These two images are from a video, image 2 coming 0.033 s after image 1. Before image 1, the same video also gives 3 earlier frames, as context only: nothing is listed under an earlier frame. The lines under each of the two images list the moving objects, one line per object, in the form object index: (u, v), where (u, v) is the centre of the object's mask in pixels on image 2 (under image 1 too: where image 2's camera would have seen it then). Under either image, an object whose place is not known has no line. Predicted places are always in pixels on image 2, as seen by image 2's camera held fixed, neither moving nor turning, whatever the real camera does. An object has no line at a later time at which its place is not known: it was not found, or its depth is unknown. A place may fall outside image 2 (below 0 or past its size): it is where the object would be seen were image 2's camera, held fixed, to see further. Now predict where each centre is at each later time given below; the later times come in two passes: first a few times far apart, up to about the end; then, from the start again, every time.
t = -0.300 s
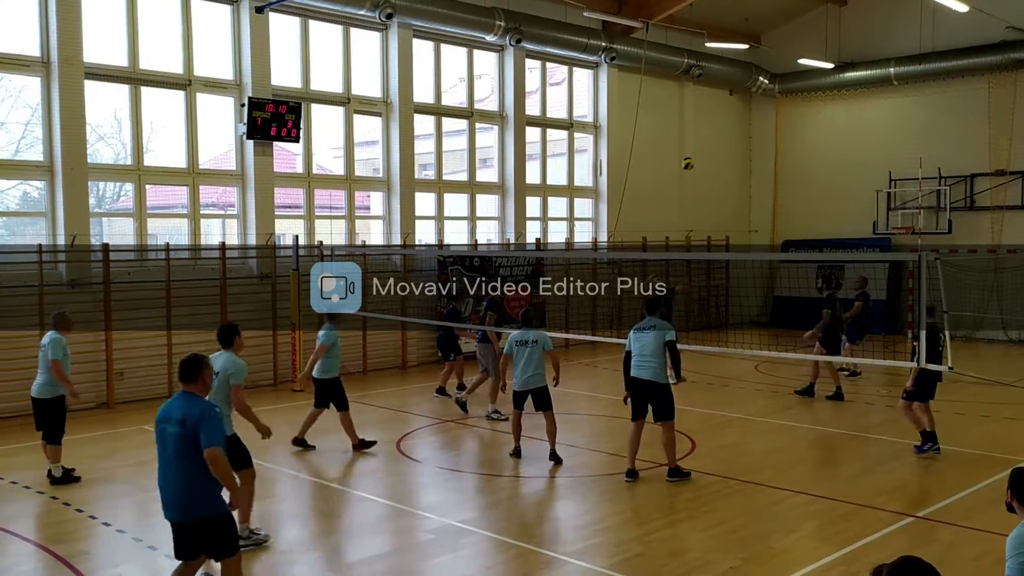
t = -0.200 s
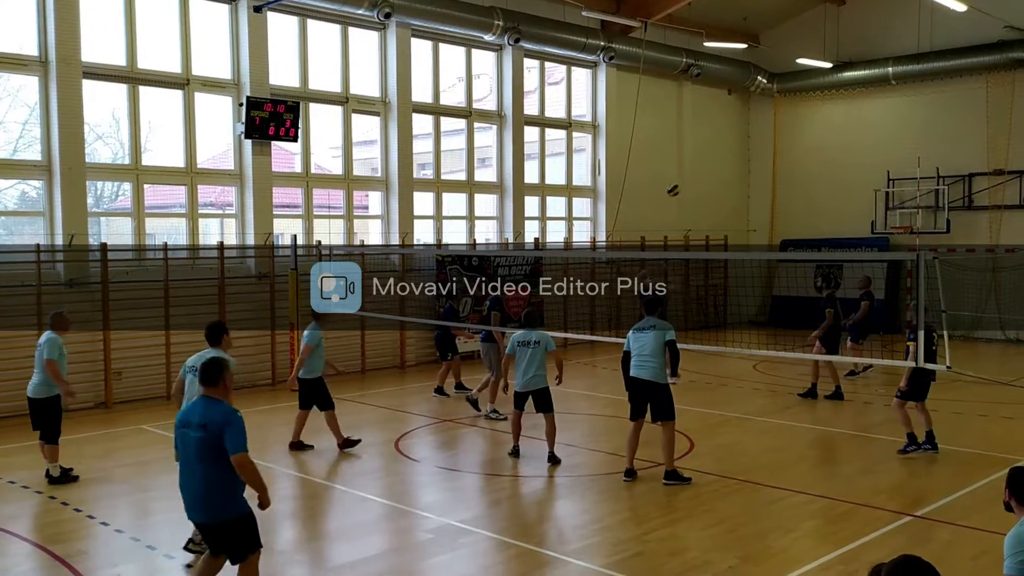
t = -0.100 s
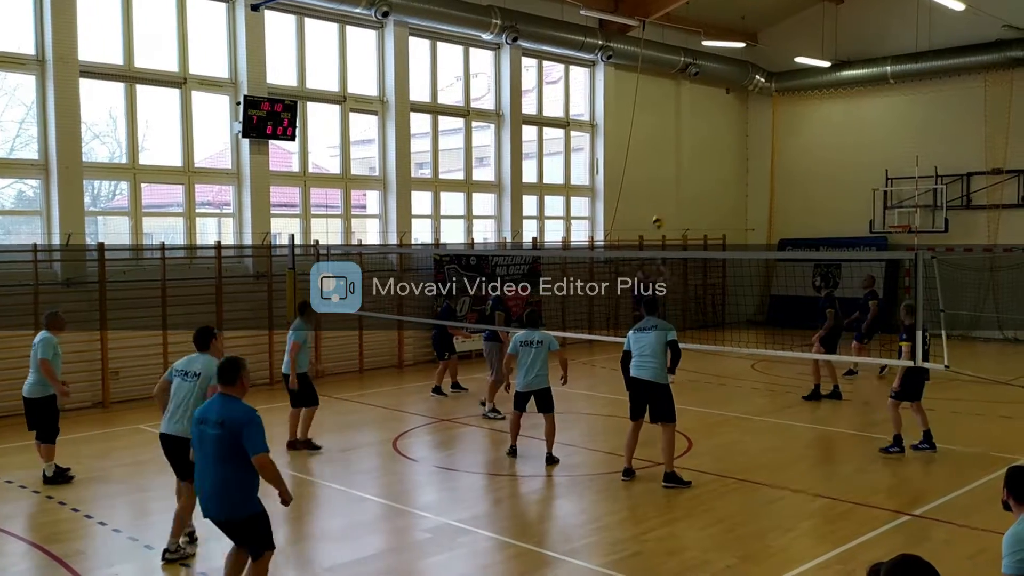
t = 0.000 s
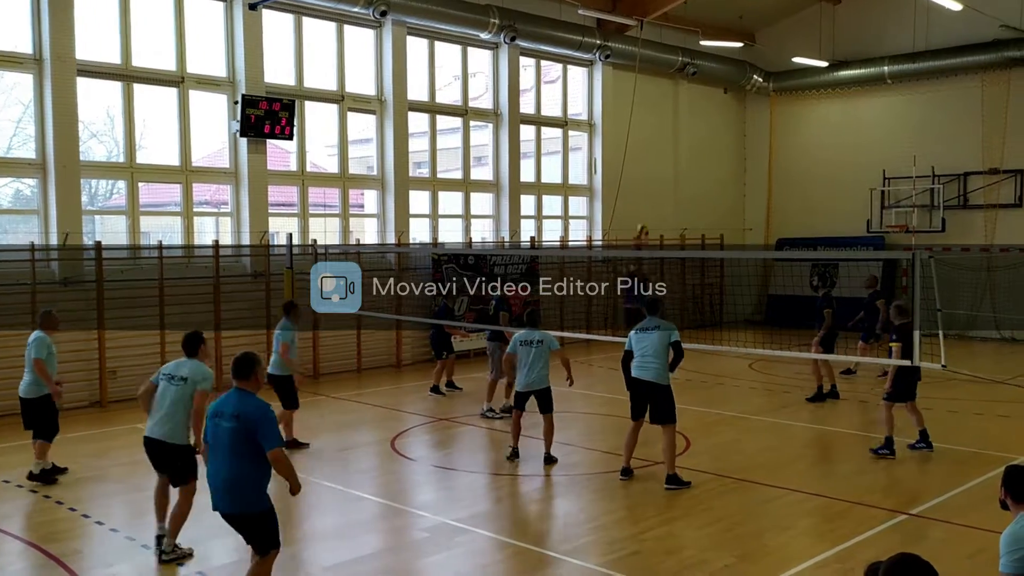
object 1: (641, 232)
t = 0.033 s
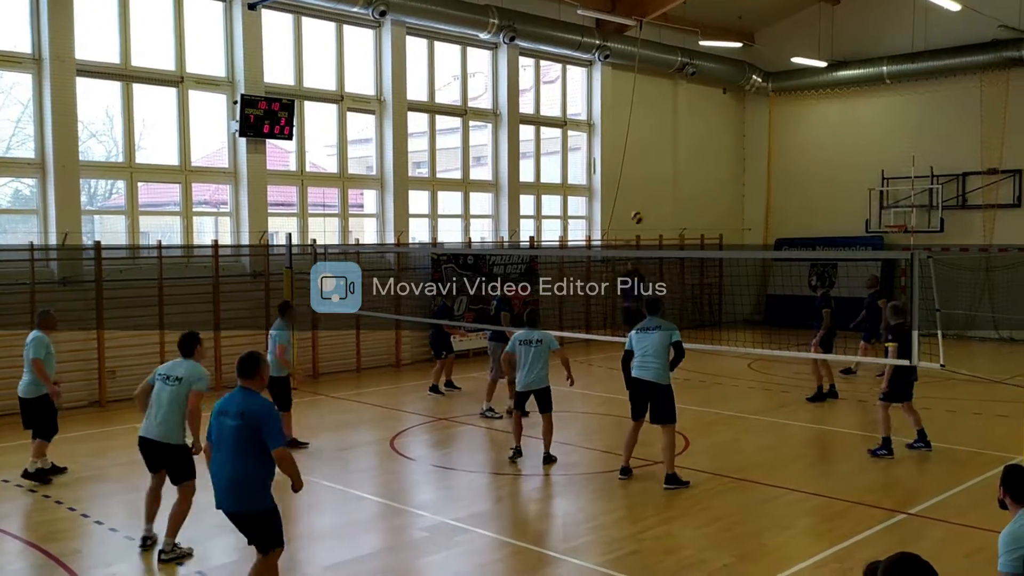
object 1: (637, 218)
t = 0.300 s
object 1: (586, 130)
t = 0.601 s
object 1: (511, 66)
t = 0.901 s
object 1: (400, 70)
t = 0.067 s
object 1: (631, 206)
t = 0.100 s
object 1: (626, 194)
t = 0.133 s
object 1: (619, 183)
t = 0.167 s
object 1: (613, 172)
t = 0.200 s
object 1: (607, 161)
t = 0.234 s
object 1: (600, 150)
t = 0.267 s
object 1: (593, 140)
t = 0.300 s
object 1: (586, 130)
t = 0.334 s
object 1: (579, 121)
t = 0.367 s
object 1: (571, 112)
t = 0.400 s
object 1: (564, 103)
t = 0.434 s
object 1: (556, 96)
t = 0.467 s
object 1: (548, 88)
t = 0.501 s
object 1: (539, 81)
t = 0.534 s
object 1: (530, 75)
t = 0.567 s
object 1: (521, 70)
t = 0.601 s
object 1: (511, 66)
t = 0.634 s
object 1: (501, 62)
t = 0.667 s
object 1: (491, 59)
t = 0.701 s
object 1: (480, 57)
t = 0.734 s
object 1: (468, 56)
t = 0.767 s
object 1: (456, 57)
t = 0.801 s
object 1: (442, 58)
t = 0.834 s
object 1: (429, 60)
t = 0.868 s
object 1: (415, 64)
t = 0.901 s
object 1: (400, 70)
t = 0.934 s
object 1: (384, 76)
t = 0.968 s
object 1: (368, 84)
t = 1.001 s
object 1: (349, 95)
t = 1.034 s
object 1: (329, 106)
